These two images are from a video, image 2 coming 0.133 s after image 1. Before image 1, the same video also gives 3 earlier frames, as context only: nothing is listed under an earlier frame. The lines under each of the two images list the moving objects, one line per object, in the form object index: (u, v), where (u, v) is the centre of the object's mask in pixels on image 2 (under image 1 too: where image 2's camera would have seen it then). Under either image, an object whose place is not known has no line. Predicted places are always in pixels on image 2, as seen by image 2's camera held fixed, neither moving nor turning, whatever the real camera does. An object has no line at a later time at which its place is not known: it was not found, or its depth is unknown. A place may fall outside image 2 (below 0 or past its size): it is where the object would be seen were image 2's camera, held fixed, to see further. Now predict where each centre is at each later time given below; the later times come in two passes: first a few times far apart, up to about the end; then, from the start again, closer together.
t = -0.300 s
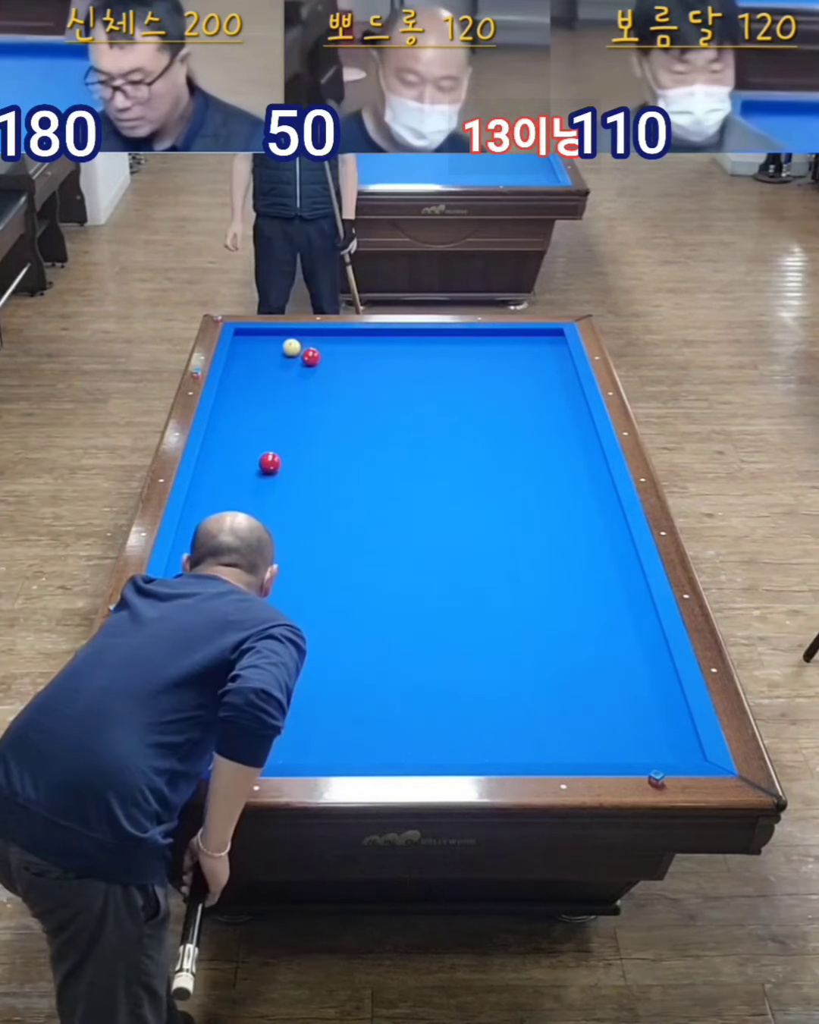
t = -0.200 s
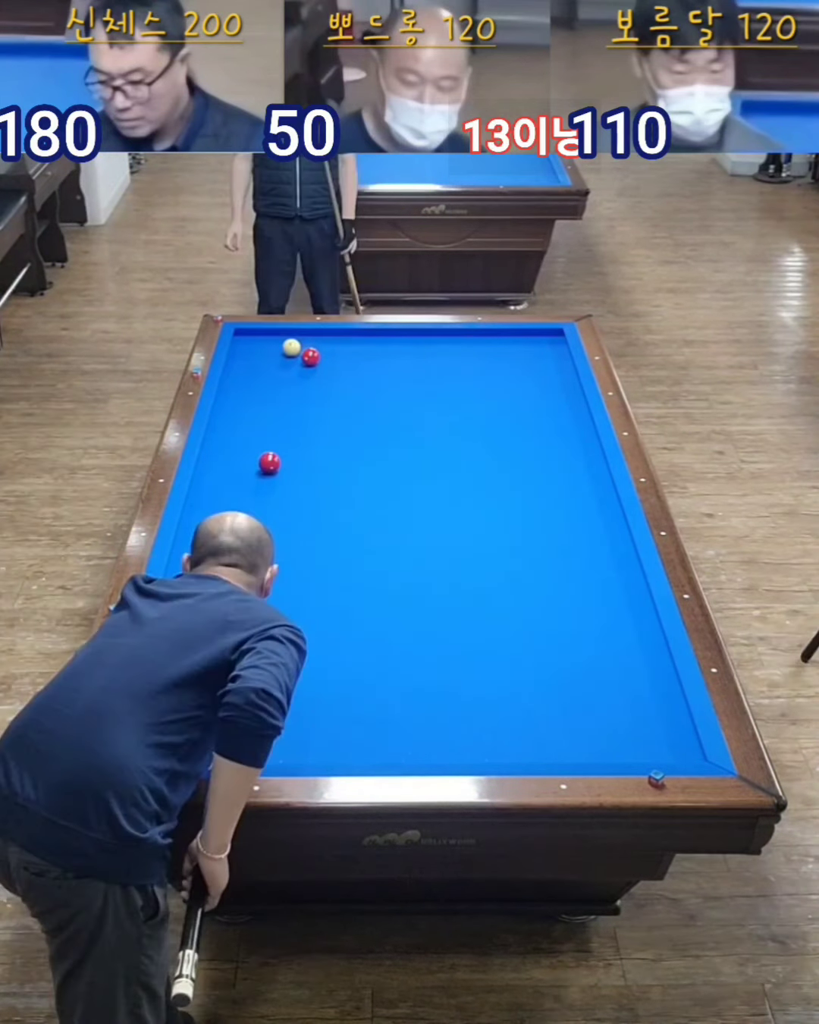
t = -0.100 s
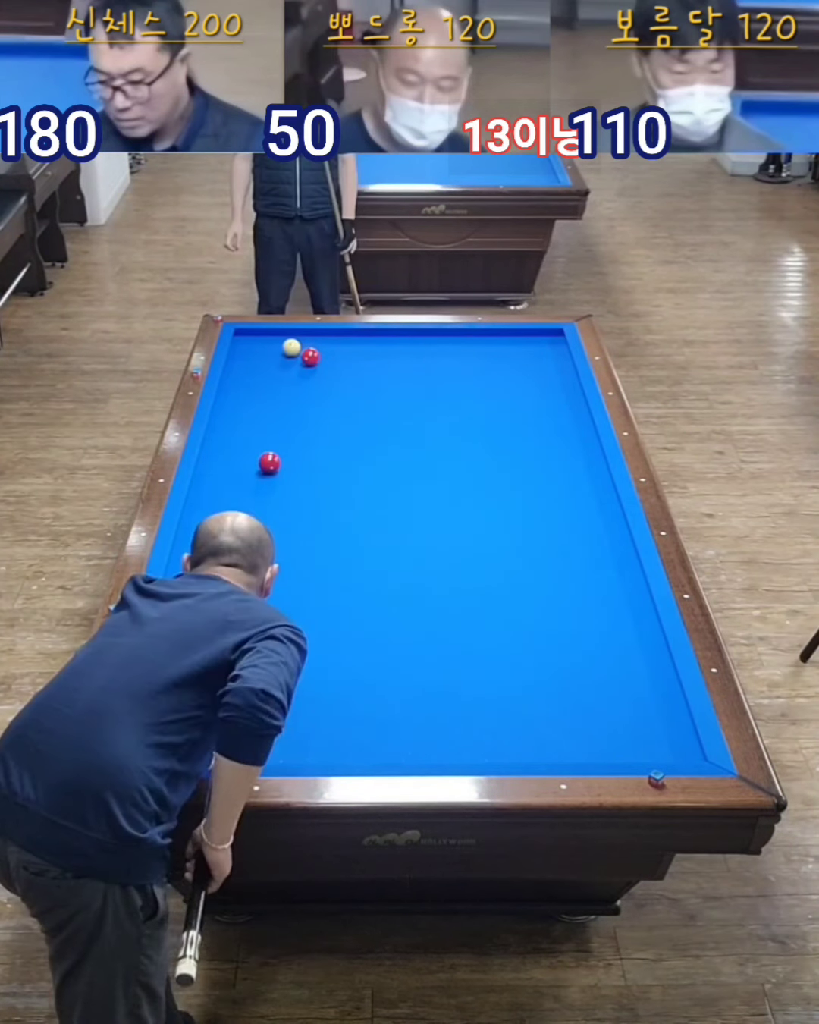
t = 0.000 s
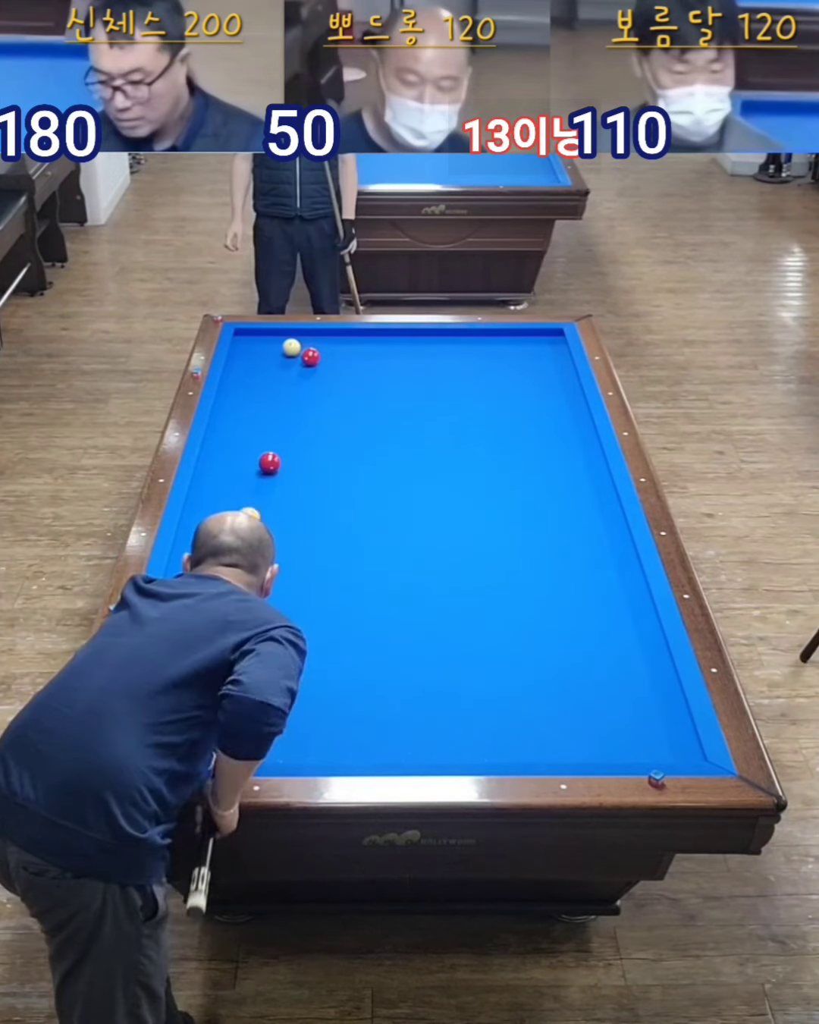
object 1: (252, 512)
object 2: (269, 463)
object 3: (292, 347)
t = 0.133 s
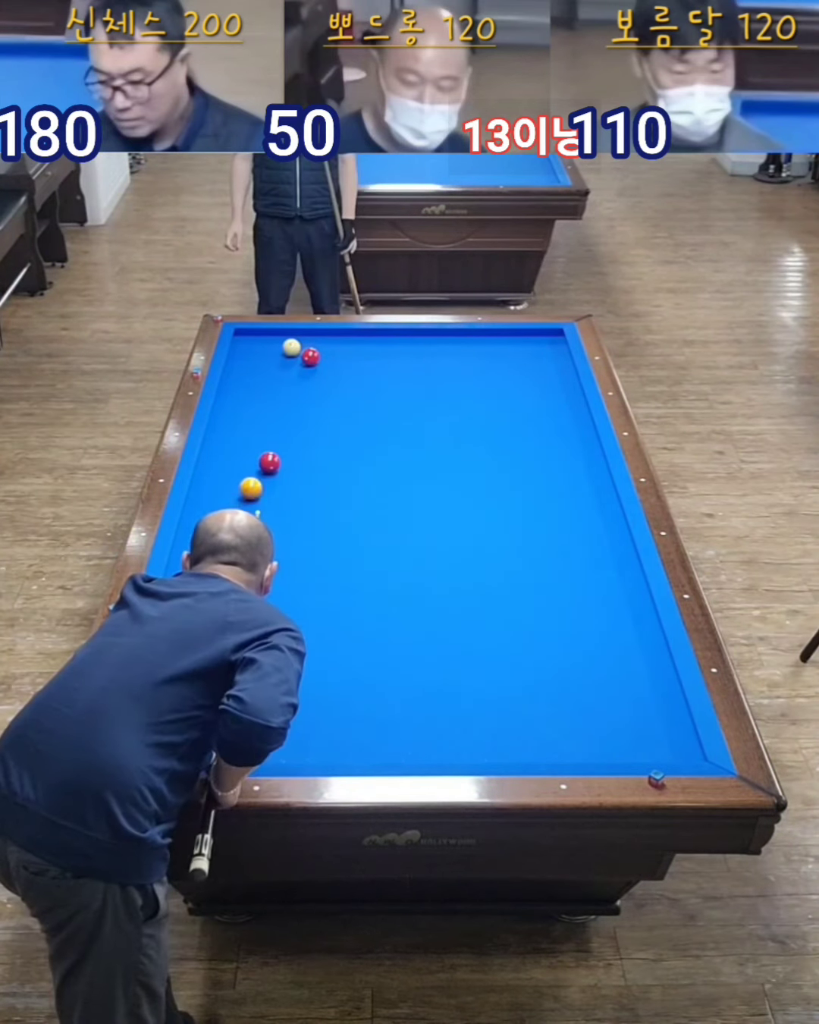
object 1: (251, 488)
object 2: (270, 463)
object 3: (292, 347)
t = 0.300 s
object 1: (242, 463)
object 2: (282, 457)
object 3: (292, 347)
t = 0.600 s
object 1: (221, 431)
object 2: (321, 438)
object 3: (292, 347)
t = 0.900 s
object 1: (249, 399)
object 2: (356, 421)
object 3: (292, 347)
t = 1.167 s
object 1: (270, 373)
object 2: (386, 406)
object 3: (292, 347)
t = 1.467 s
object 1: (289, 354)
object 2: (415, 391)
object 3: (296, 340)
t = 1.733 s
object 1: (297, 349)
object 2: (440, 379)
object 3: (301, 334)
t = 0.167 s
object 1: (252, 482)
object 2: (270, 463)
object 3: (292, 347)
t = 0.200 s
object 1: (253, 475)
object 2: (270, 463)
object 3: (292, 347)
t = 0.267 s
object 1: (247, 466)
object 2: (276, 460)
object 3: (292, 347)
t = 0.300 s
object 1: (242, 463)
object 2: (282, 457)
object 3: (292, 347)
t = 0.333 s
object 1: (238, 460)
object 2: (287, 455)
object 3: (292, 347)
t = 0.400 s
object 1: (230, 453)
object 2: (296, 451)
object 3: (292, 347)
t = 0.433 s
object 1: (226, 449)
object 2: (300, 449)
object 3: (292, 347)
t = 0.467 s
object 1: (222, 445)
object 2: (304, 446)
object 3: (292, 347)
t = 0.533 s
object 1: (215, 439)
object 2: (313, 442)
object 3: (292, 347)
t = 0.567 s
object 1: (217, 435)
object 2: (317, 440)
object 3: (292, 347)
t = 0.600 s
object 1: (221, 431)
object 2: (321, 438)
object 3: (292, 347)
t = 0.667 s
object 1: (227, 423)
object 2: (329, 434)
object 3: (292, 347)
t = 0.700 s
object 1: (231, 420)
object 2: (333, 432)
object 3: (292, 347)
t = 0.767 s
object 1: (237, 413)
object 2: (341, 428)
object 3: (292, 347)
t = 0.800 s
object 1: (240, 409)
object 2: (344, 426)
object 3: (292, 347)
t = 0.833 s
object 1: (243, 405)
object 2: (348, 425)
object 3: (292, 347)
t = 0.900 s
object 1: (249, 399)
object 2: (356, 421)
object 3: (292, 347)
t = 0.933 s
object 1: (252, 395)
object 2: (359, 419)
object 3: (292, 347)
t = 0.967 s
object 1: (254, 392)
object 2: (363, 417)
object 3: (292, 347)
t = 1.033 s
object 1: (260, 386)
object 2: (371, 413)
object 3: (292, 347)
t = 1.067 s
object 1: (263, 383)
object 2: (374, 412)
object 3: (292, 347)
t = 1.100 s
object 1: (265, 379)
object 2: (378, 409)
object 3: (292, 347)
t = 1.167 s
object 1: (270, 373)
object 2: (386, 406)
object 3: (292, 347)
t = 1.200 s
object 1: (273, 370)
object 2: (389, 404)
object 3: (292, 347)
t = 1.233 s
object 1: (276, 368)
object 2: (392, 403)
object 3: (292, 347)
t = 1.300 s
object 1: (281, 362)
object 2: (398, 399)
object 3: (292, 347)
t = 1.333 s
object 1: (283, 359)
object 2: (402, 398)
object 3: (292, 346)
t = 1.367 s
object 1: (285, 356)
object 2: (405, 396)
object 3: (293, 345)
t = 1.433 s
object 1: (288, 354)
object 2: (412, 393)
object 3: (295, 342)
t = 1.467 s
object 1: (289, 354)
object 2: (415, 391)
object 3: (296, 340)
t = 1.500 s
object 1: (290, 353)
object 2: (418, 390)
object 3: (297, 338)
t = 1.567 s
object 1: (292, 352)
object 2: (425, 387)
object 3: (299, 335)
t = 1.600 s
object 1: (293, 351)
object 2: (428, 385)
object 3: (300, 334)
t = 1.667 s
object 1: (295, 350)
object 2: (434, 382)
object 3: (301, 332)
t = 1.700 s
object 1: (296, 349)
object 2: (437, 381)
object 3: (301, 333)
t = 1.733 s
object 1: (297, 349)
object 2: (440, 379)
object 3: (301, 334)
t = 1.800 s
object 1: (299, 347)
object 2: (446, 376)
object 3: (301, 334)
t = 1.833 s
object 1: (300, 347)
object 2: (449, 375)
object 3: (301, 335)
